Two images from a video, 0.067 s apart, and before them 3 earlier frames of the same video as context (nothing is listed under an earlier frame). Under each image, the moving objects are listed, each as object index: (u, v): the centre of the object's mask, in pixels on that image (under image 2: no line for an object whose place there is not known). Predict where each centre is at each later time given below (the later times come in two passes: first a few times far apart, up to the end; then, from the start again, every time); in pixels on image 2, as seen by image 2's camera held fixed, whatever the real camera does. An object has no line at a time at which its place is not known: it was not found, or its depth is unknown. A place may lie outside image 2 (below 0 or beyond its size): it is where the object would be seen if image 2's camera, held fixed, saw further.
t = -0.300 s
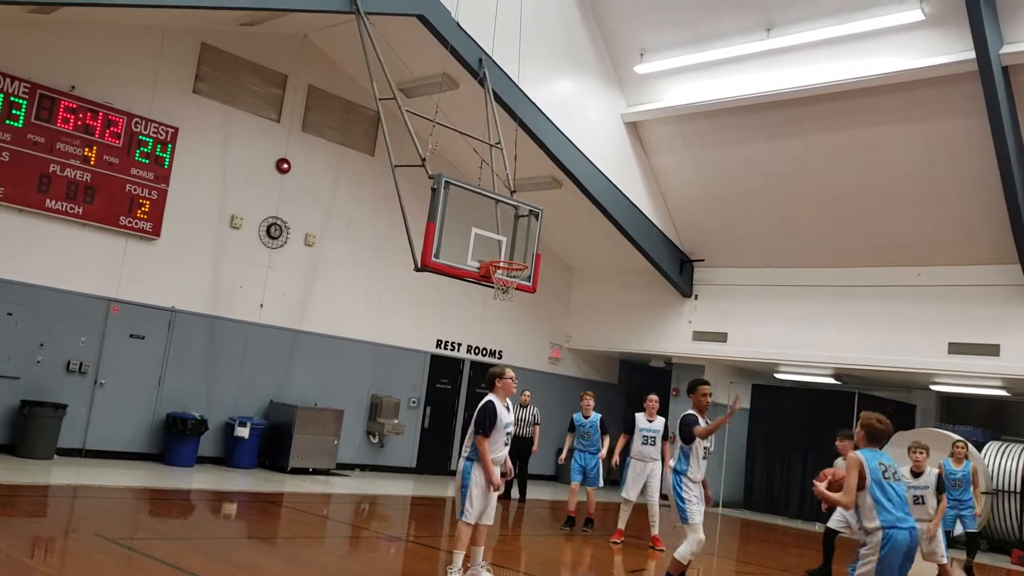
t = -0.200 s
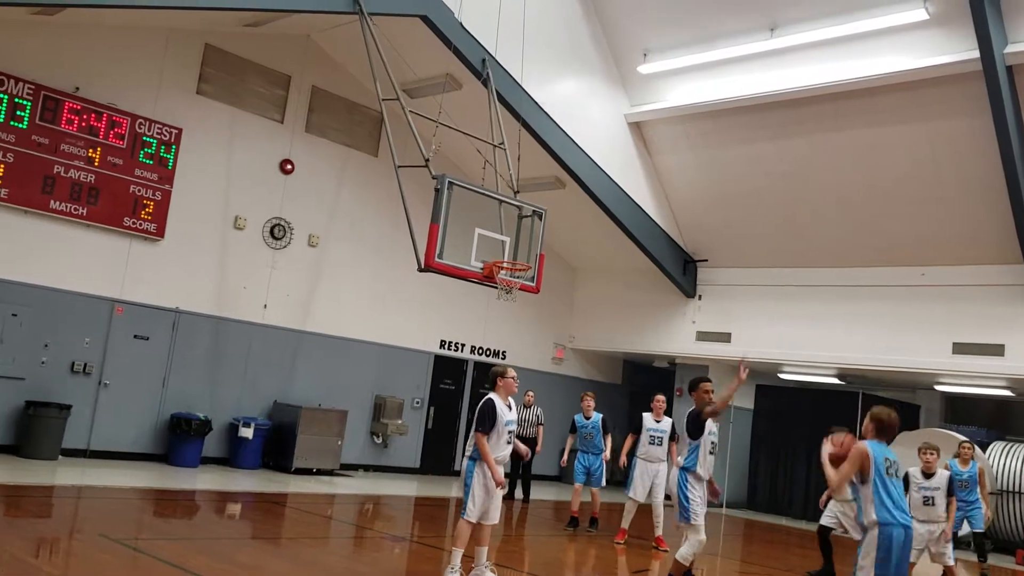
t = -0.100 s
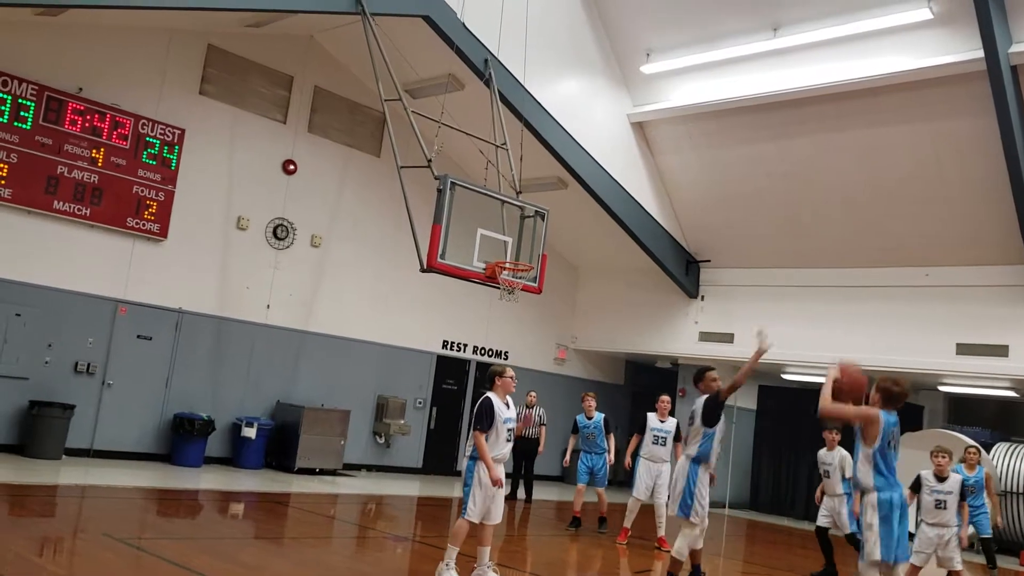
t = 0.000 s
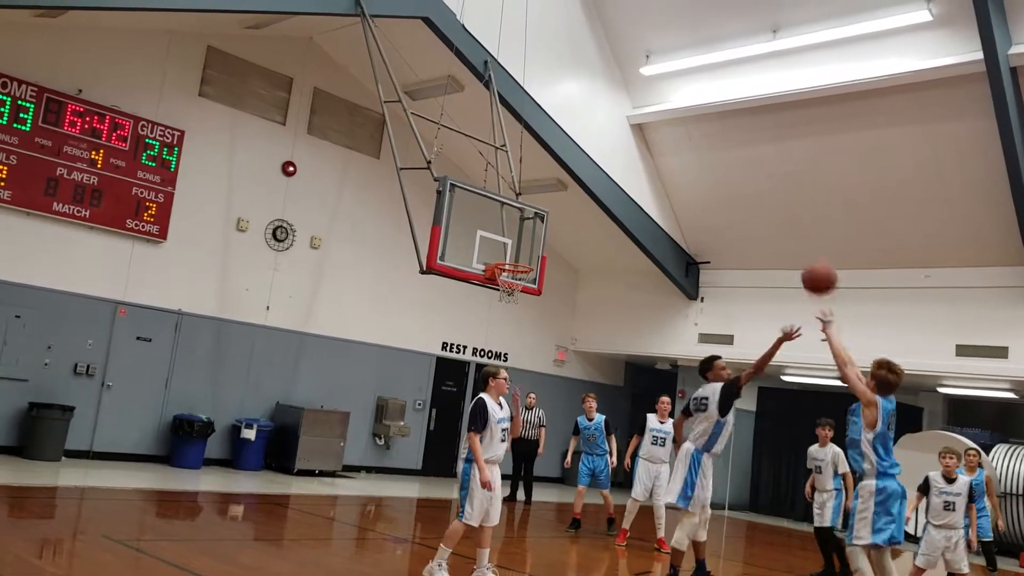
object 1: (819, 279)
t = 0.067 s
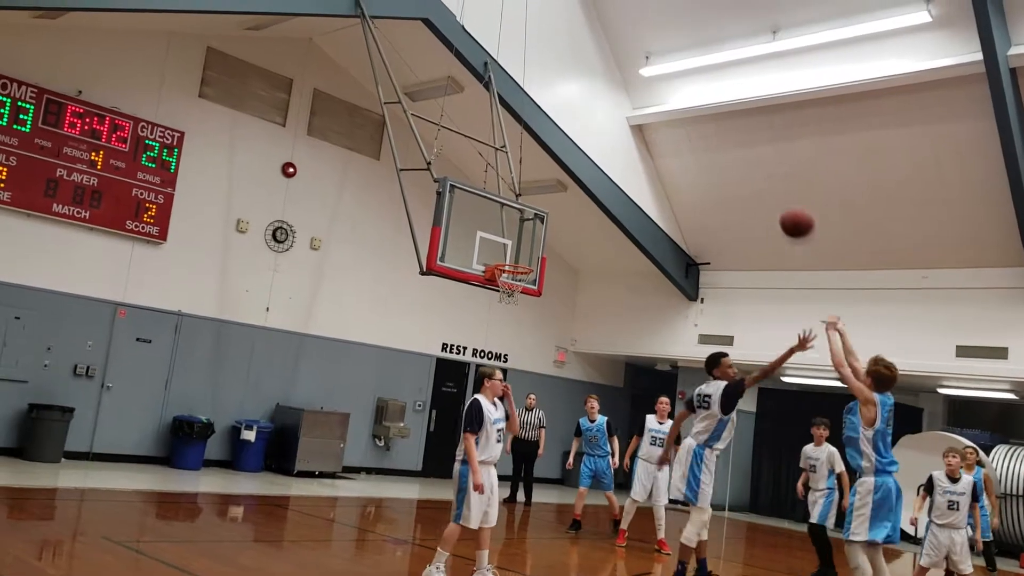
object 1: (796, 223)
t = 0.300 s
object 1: (729, 97)
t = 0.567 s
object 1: (667, 51)
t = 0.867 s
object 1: (605, 83)
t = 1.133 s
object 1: (554, 164)
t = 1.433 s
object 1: (516, 230)
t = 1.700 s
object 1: (520, 149)
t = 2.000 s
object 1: (519, 124)
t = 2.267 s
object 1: (509, 159)
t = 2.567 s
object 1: (495, 250)
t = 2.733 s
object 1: (503, 197)
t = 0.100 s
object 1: (786, 199)
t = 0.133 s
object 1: (776, 177)
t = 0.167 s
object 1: (765, 157)
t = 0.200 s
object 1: (756, 140)
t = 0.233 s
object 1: (747, 124)
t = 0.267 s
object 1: (738, 110)
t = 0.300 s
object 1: (729, 97)
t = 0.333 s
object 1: (721, 86)
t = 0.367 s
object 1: (713, 78)
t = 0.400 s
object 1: (705, 71)
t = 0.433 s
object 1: (698, 64)
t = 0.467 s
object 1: (690, 60)
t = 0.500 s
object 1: (683, 55)
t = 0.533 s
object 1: (675, 52)
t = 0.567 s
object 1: (667, 51)
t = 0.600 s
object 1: (660, 51)
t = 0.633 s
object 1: (653, 52)
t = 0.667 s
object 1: (645, 54)
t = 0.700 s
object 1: (638, 57)
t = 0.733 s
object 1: (632, 61)
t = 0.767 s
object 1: (625, 65)
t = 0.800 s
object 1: (618, 71)
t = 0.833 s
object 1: (611, 76)
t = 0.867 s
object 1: (605, 83)
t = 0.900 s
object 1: (598, 91)
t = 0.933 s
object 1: (592, 100)
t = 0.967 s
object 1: (585, 109)
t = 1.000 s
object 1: (579, 119)
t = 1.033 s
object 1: (573, 129)
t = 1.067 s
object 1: (567, 140)
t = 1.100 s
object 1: (561, 152)
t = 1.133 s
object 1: (554, 164)
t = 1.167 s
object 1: (548, 178)
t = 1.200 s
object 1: (542, 191)
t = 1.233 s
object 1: (535, 204)
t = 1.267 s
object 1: (530, 220)
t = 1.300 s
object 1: (524, 236)
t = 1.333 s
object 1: (517, 252)
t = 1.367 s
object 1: (514, 256)
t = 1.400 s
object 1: (515, 243)
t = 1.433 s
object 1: (516, 230)
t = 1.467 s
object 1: (517, 217)
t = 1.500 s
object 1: (517, 204)
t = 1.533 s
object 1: (518, 192)
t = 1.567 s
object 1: (518, 182)
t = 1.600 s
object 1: (519, 172)
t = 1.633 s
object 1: (520, 163)
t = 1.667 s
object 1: (520, 155)
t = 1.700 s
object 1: (520, 149)
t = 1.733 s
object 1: (520, 144)
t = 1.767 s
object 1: (520, 138)
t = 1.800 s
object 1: (521, 133)
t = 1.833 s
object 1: (521, 130)
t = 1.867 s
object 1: (521, 127)
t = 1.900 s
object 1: (520, 125)
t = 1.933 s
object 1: (520, 124)
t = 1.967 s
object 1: (520, 124)
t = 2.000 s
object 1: (519, 124)
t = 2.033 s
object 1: (518, 126)
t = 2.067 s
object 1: (517, 128)
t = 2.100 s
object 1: (516, 131)
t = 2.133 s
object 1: (515, 135)
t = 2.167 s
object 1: (514, 139)
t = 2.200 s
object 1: (512, 145)
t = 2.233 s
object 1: (511, 152)
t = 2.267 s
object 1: (509, 159)
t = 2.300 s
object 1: (508, 167)
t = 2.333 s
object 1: (506, 176)
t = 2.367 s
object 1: (506, 186)
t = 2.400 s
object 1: (503, 196)
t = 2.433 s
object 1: (501, 209)
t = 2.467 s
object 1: (499, 222)
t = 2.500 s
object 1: (496, 235)
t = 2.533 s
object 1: (495, 250)
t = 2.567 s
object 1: (495, 250)
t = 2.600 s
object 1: (496, 237)
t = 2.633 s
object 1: (498, 225)
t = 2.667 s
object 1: (499, 215)
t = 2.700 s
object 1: (501, 207)
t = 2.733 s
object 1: (503, 197)
